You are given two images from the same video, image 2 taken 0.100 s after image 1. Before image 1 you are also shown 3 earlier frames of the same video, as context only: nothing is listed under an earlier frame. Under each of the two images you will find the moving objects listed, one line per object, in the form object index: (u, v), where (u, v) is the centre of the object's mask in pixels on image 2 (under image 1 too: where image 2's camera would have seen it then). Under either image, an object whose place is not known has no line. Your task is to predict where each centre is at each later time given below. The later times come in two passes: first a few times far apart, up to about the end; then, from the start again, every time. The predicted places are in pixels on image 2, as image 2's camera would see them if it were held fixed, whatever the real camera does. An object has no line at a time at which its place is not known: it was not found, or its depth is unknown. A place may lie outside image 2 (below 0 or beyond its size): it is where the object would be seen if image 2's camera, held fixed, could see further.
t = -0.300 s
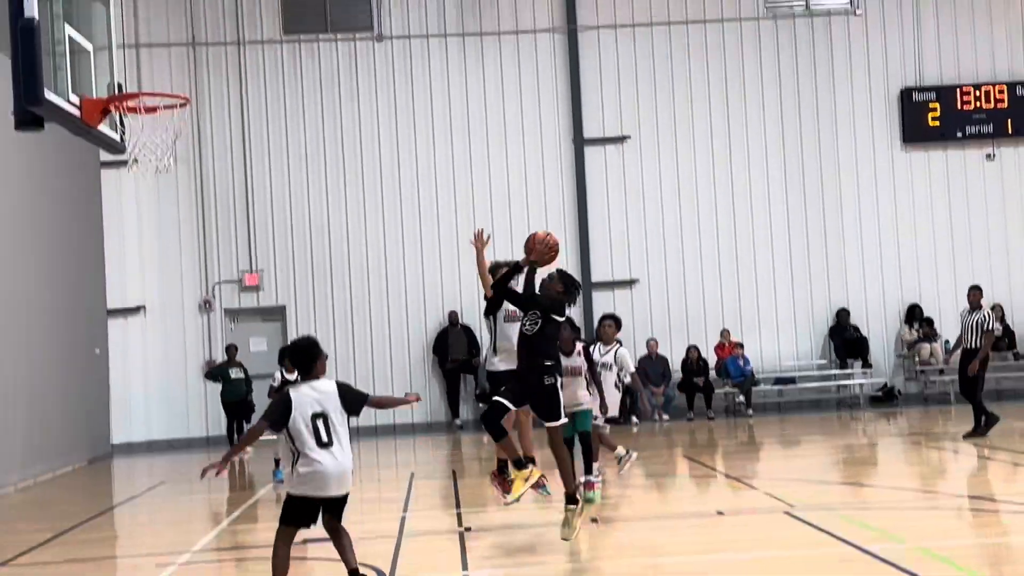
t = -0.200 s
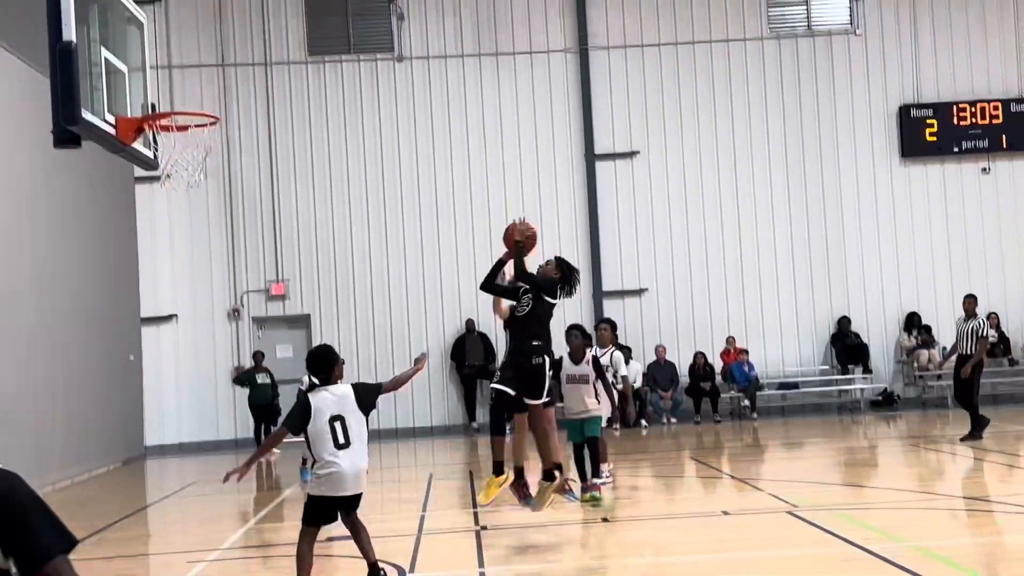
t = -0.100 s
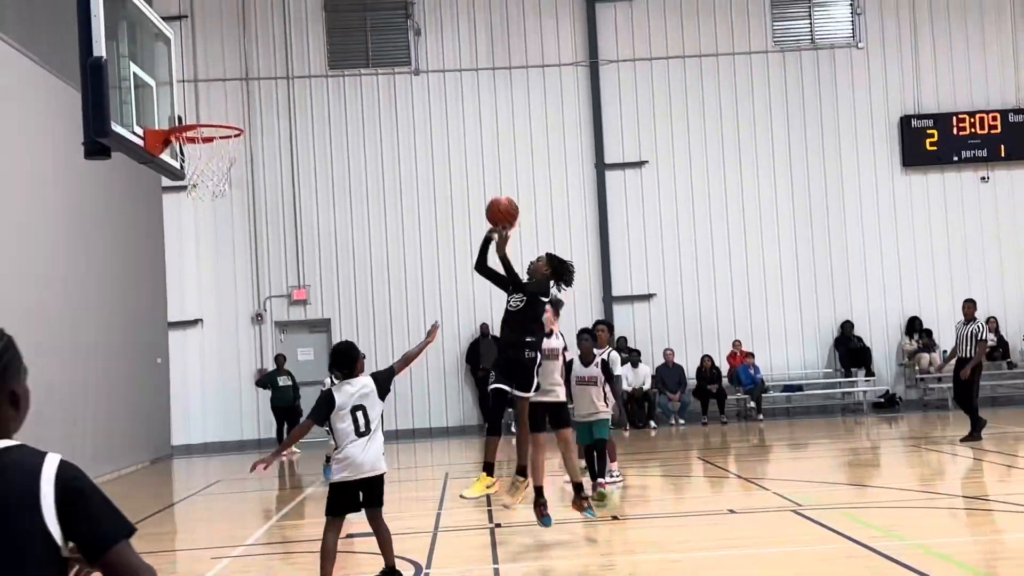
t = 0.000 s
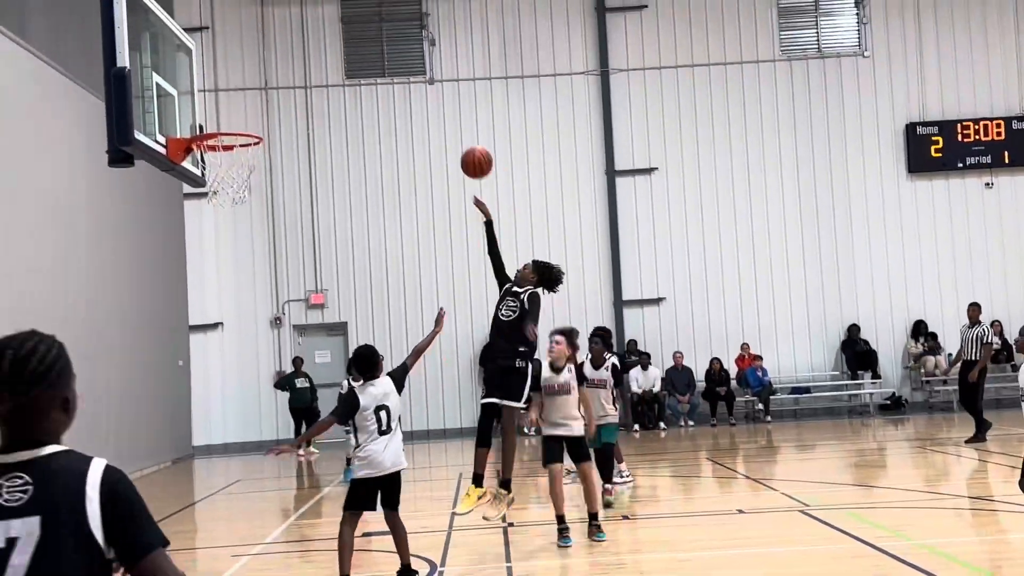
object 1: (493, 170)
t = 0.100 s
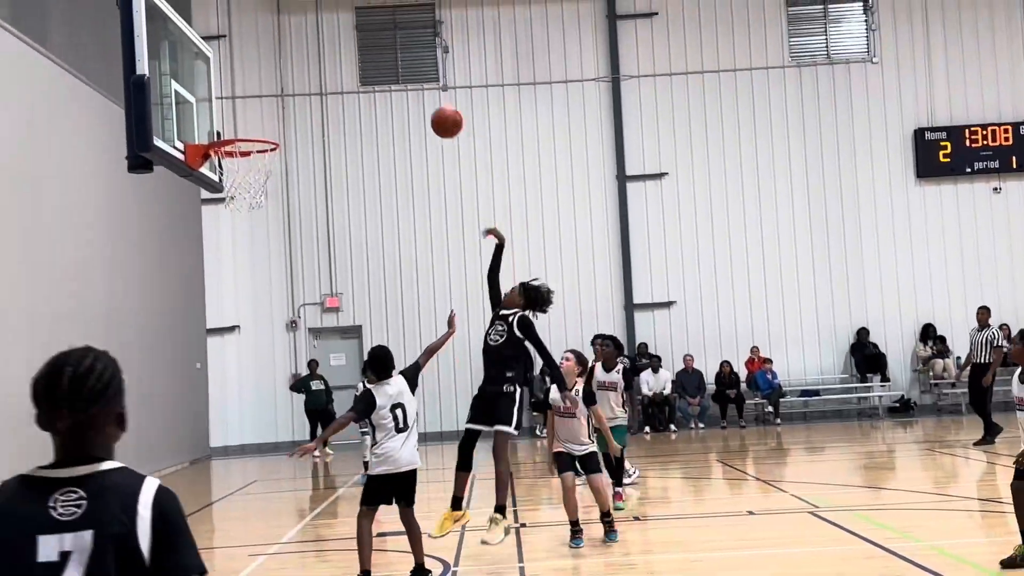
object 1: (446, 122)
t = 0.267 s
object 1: (374, 73)
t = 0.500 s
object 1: (274, 69)
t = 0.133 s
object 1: (431, 109)
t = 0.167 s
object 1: (416, 98)
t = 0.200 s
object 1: (402, 89)
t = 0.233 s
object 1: (388, 80)
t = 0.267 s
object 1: (374, 73)
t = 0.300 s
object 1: (358, 67)
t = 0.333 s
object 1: (344, 64)
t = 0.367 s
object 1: (331, 62)
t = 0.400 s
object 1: (317, 62)
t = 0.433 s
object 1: (302, 62)
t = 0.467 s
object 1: (288, 65)
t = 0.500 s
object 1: (274, 69)
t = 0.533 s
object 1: (260, 74)
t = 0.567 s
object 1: (246, 81)
